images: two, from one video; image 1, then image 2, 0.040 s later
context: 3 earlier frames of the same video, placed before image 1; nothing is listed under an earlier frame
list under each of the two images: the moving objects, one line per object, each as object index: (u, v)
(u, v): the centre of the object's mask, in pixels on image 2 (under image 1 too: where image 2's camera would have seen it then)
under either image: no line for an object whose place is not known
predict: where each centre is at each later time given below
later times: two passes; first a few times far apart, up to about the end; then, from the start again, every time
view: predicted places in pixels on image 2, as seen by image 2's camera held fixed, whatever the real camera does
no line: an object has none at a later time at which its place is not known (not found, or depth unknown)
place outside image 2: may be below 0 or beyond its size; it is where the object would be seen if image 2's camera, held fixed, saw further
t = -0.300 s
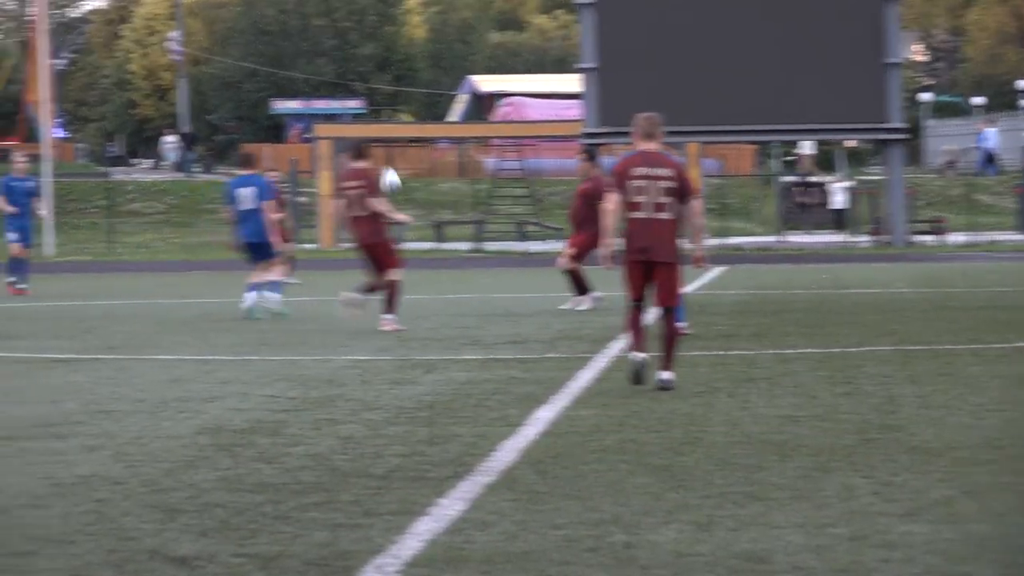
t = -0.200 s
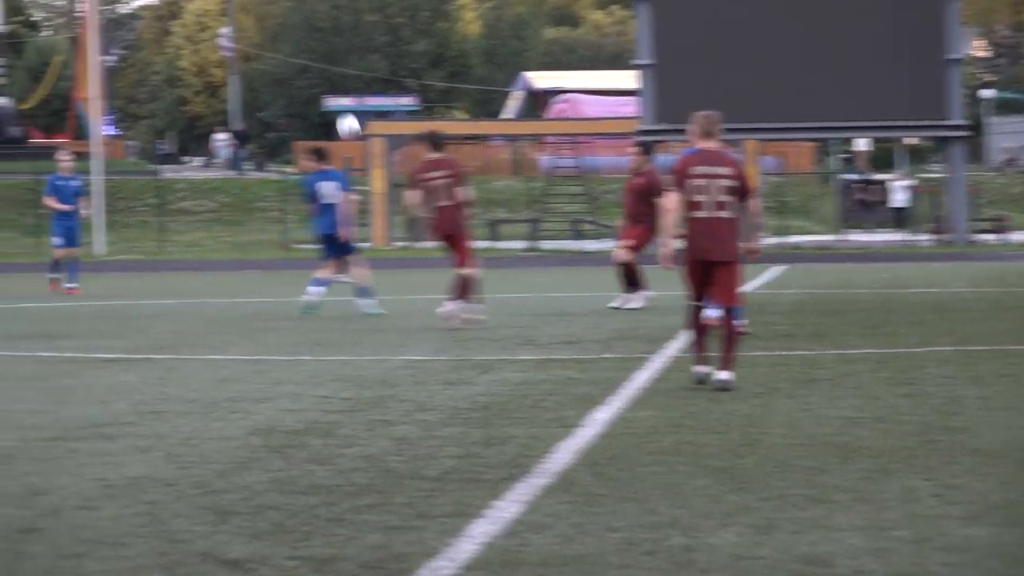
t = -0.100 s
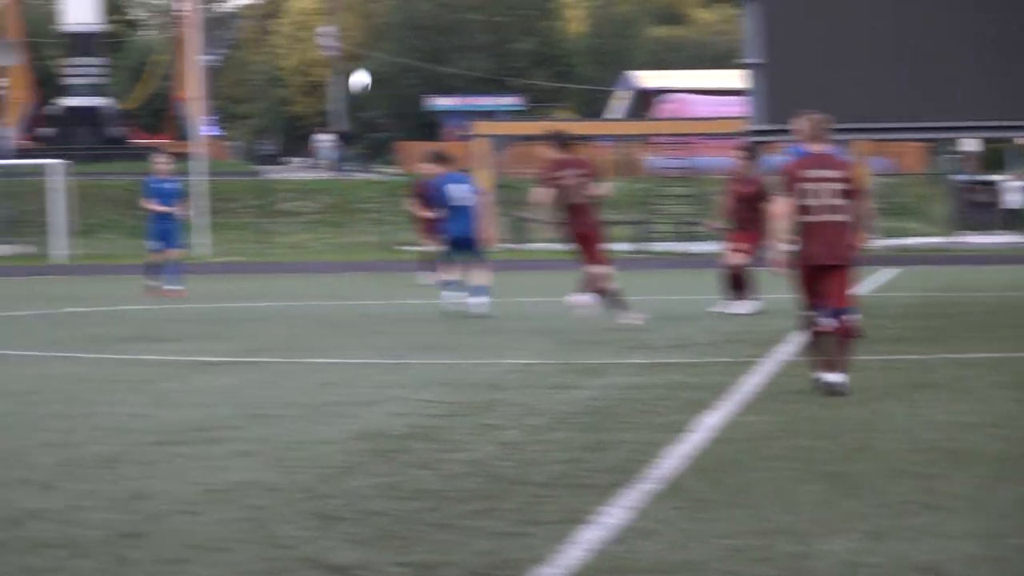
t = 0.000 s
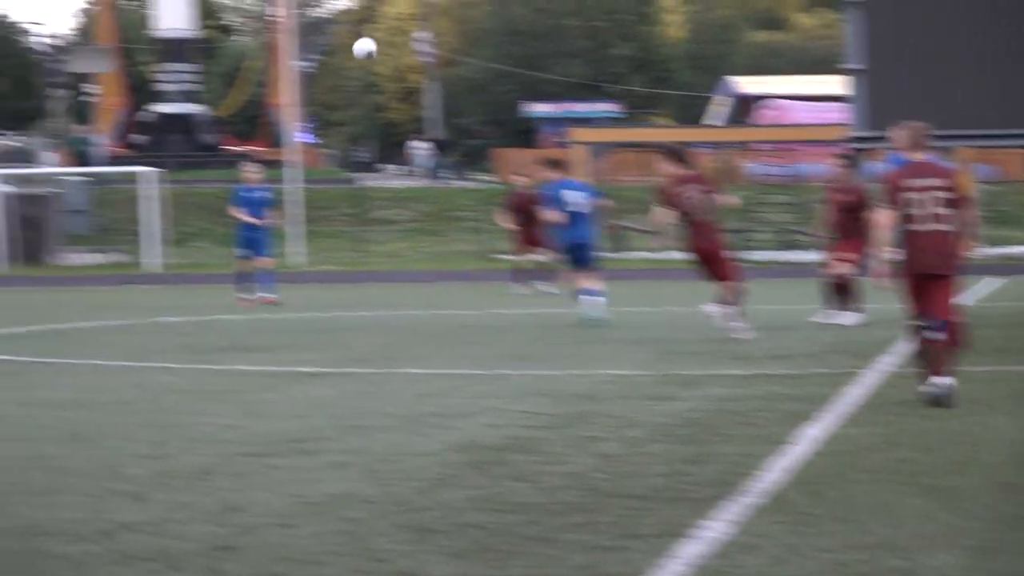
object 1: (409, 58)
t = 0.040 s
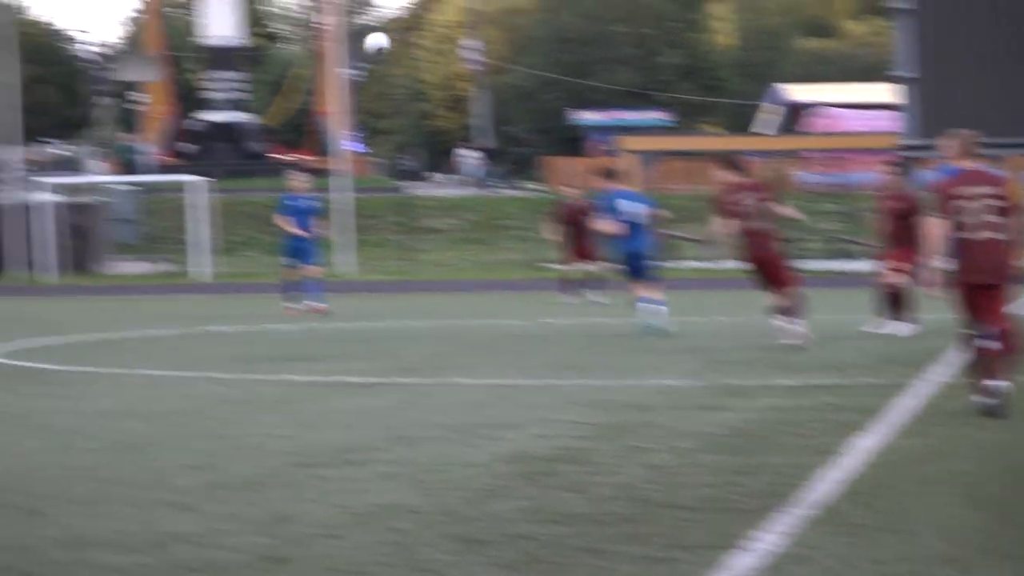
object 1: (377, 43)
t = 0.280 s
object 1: (163, -20)
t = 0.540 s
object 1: (-64, -32)
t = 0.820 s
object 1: (-315, 28)
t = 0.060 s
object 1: (359, 36)
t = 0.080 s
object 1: (341, 30)
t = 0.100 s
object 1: (322, 23)
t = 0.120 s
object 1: (305, 18)
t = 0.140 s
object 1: (287, 11)
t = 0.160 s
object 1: (269, 7)
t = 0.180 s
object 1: (251, 1)
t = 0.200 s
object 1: (234, -3)
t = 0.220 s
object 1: (214, -7)
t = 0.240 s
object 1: (196, -13)
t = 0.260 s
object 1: (179, -17)
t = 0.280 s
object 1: (163, -20)
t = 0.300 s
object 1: (149, -22)
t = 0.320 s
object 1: (133, -23)
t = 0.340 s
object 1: (114, -25)
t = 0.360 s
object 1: (97, -25)
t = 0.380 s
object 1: (80, -25)
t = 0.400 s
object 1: (61, -28)
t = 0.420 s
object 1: (44, -31)
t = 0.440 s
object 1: (26, -30)
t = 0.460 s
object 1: (8, -30)
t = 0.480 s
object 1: (-9, -30)
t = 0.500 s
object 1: (-27, -29)
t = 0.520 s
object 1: (-47, -31)
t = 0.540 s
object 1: (-64, -32)
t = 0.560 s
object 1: (-80, -30)
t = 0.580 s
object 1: (-98, -28)
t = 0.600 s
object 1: (-116, -25)
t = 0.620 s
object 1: (-135, -23)
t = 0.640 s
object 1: (-152, -20)
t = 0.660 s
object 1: (-170, -16)
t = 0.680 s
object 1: (-188, -12)
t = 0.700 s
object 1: (-206, -8)
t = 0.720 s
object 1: (-225, -4)
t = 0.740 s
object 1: (-243, 1)
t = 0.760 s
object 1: (-261, 7)
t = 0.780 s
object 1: (-279, 14)
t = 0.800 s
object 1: (-297, 21)
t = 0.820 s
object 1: (-315, 28)
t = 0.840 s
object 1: (-333, 36)
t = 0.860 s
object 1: (-350, 45)
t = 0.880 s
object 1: (-368, 54)
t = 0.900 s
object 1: (-385, 63)
